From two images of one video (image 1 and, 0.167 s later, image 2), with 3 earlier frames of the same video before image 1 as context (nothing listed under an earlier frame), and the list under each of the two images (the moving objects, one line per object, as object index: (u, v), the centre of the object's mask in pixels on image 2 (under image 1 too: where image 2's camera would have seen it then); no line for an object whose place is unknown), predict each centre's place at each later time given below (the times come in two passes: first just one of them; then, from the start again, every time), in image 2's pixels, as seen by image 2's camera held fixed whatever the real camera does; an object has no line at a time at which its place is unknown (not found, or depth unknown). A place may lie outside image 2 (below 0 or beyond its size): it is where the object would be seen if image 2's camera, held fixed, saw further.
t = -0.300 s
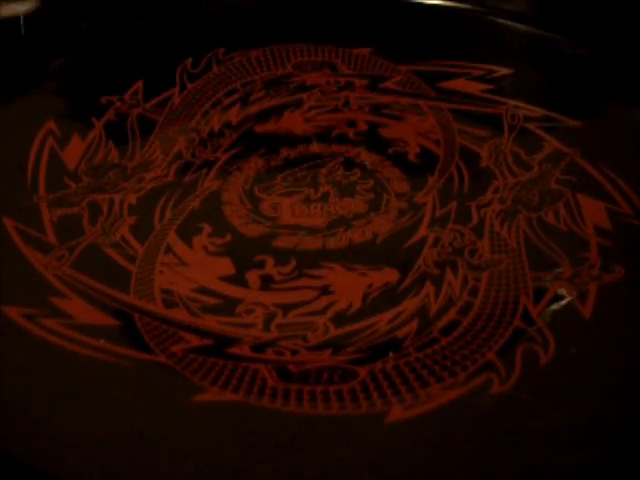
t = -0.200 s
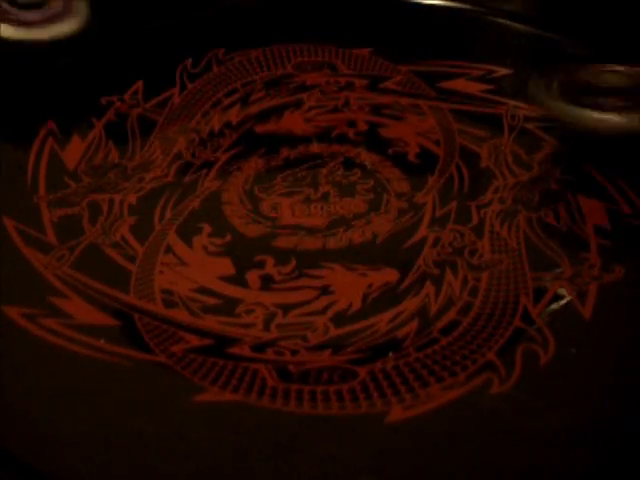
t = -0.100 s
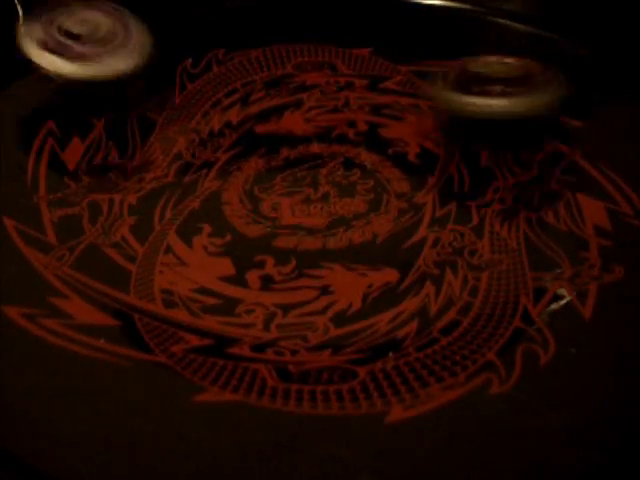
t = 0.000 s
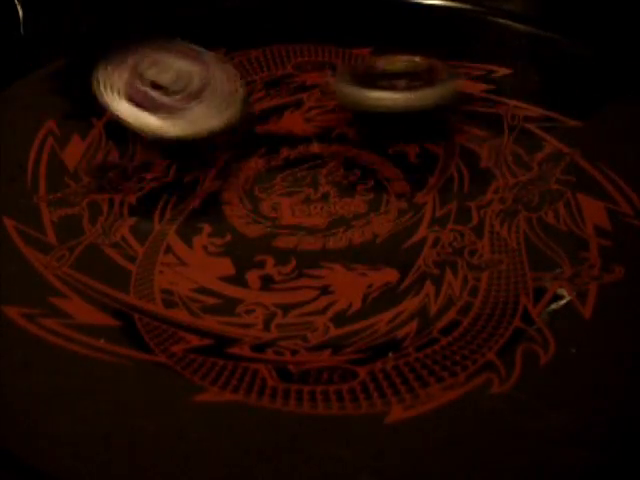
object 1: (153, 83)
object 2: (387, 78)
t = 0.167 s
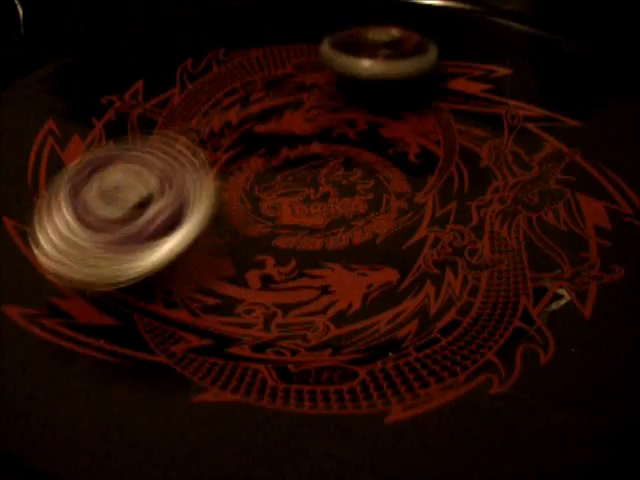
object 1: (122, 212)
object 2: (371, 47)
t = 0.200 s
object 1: (78, 234)
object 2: (371, 43)
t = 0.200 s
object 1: (78, 234)
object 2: (371, 43)
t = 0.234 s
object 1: (71, 249)
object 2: (368, 43)
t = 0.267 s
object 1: (67, 268)
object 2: (359, 46)
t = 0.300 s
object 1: (71, 284)
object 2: (346, 51)
